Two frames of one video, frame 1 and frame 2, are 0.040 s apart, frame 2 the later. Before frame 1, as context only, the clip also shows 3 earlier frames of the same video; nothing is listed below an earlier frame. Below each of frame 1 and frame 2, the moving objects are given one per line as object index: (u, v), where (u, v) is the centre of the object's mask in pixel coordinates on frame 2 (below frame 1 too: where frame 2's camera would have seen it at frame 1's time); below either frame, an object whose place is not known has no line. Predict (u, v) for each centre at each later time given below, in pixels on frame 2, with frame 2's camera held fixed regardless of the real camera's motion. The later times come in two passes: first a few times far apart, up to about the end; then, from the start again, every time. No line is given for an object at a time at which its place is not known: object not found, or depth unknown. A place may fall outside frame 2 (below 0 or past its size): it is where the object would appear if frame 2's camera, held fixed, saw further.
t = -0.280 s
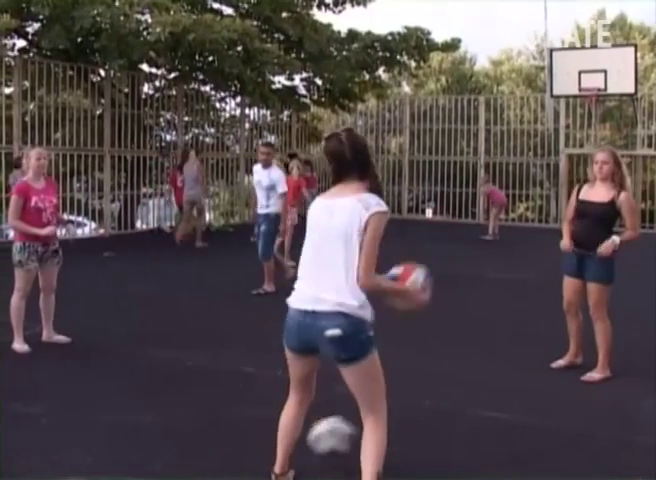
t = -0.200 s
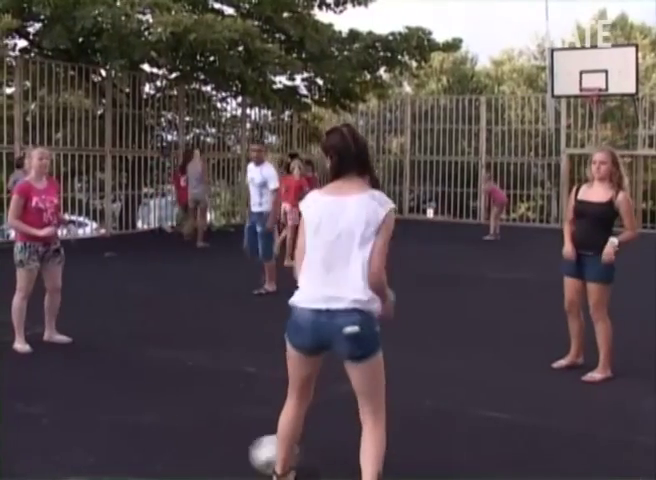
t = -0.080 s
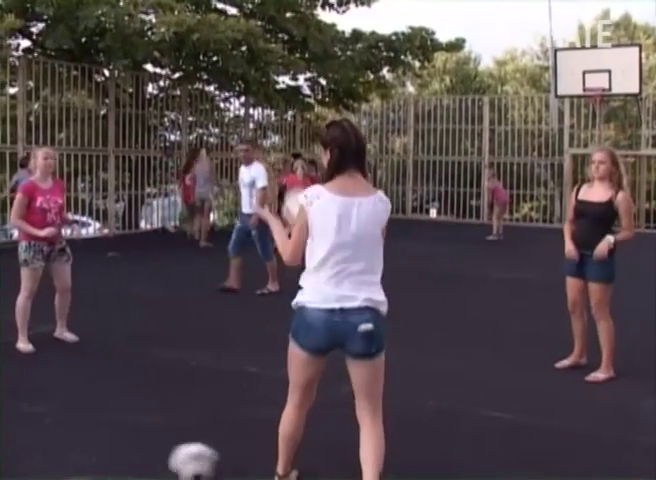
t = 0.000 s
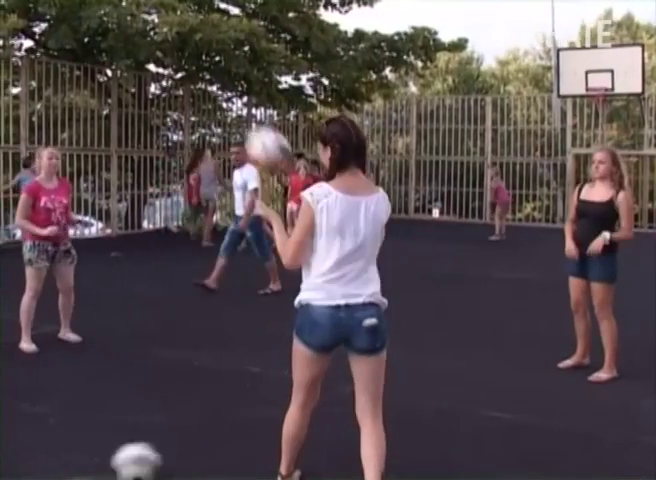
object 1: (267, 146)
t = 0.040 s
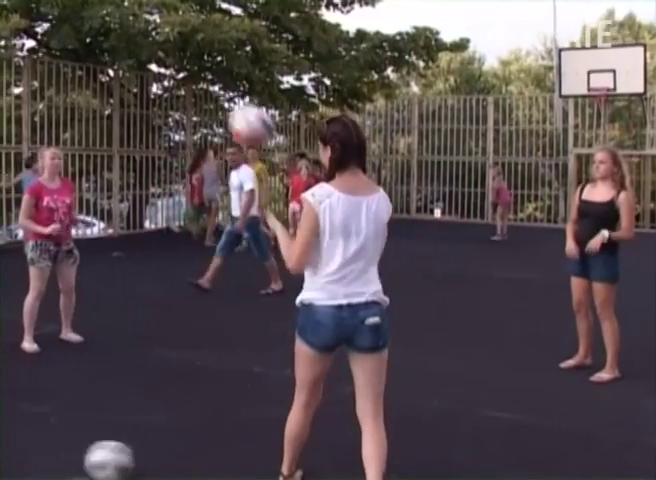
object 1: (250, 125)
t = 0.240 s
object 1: (170, 65)
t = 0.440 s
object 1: (111, 78)
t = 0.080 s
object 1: (231, 106)
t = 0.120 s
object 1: (214, 89)
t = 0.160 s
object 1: (199, 77)
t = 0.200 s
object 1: (184, 70)
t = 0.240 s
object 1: (170, 65)
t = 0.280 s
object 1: (158, 63)
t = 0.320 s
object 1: (145, 63)
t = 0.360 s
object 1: (132, 66)
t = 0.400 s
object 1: (121, 72)
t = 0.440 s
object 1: (111, 78)
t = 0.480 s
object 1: (101, 88)
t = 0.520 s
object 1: (91, 100)
